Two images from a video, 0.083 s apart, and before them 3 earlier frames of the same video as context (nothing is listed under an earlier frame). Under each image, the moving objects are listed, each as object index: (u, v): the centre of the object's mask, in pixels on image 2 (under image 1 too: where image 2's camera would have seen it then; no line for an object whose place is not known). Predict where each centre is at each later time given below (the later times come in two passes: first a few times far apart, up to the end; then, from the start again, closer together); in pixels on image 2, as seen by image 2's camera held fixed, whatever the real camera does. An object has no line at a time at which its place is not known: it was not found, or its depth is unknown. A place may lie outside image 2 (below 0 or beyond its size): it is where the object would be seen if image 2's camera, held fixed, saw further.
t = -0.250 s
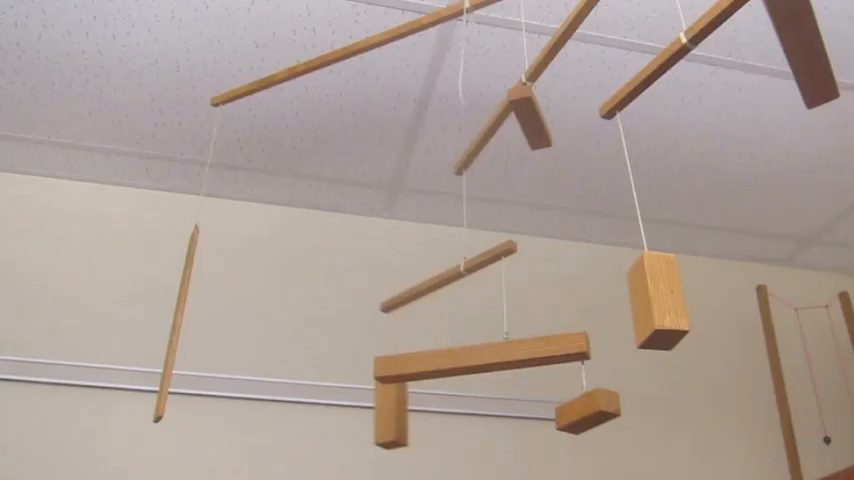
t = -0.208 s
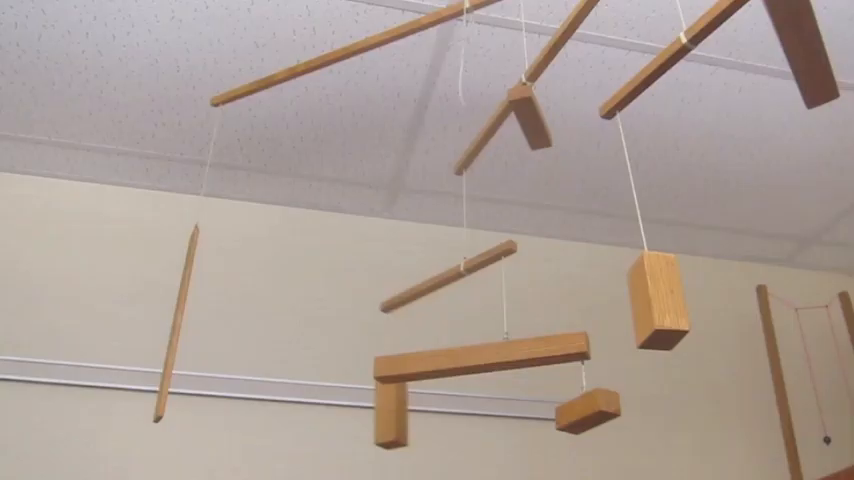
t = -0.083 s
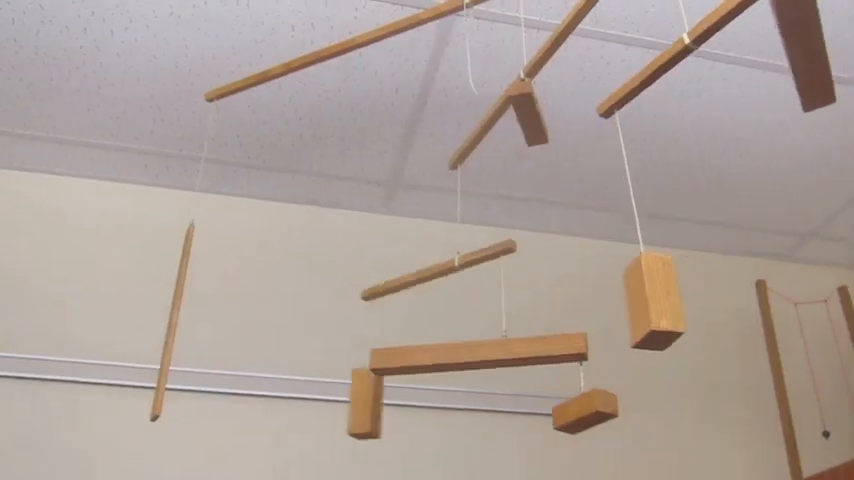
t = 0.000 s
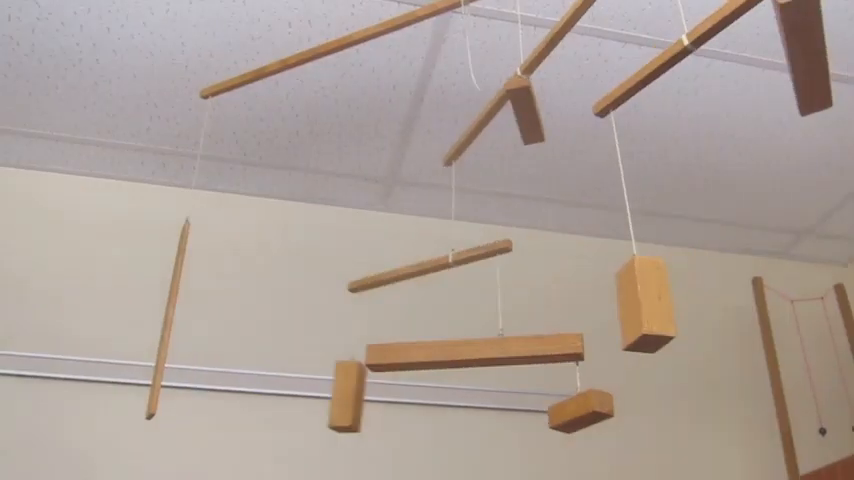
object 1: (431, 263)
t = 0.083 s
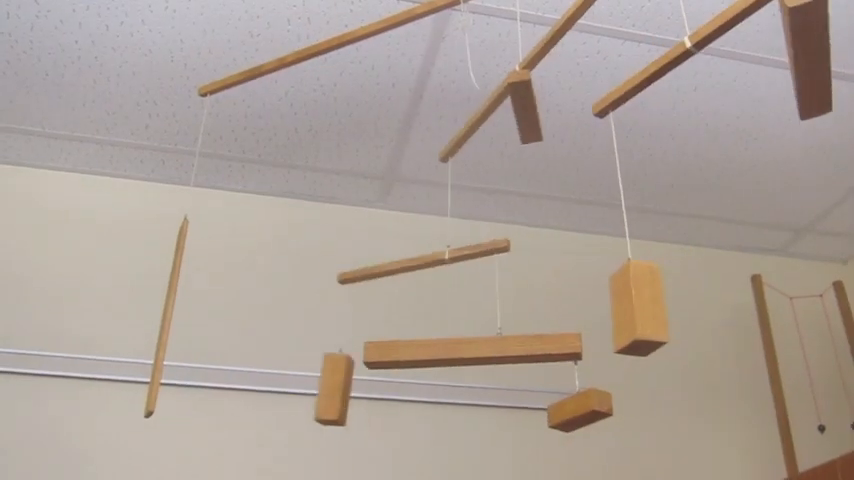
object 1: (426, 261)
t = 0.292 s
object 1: (414, 256)
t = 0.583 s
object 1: (406, 244)
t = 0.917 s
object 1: (401, 233)
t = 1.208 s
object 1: (397, 222)
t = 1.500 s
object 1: (400, 214)
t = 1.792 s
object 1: (406, 198)
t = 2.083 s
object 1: (416, 208)
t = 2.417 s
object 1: (432, 209)
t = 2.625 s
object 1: (436, 211)
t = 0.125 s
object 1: (423, 260)
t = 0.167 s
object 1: (420, 259)
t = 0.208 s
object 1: (418, 258)
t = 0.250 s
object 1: (416, 257)
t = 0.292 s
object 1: (414, 256)
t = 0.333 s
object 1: (412, 254)
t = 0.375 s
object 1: (410, 252)
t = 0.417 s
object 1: (409, 251)
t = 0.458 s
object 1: (407, 249)
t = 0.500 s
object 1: (407, 248)
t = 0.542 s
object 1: (407, 246)
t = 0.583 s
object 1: (406, 244)
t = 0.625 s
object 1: (404, 243)
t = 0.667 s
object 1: (404, 241)
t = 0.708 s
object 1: (403, 240)
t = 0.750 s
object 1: (403, 238)
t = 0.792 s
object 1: (402, 237)
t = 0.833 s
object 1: (401, 235)
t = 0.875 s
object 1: (401, 234)
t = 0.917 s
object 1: (401, 233)
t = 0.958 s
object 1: (400, 231)
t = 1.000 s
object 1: (399, 230)
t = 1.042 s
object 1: (398, 229)
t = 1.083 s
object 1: (397, 227)
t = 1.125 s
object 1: (397, 225)
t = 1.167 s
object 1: (397, 224)
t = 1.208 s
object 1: (397, 222)
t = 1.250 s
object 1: (398, 219)
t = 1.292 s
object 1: (398, 219)
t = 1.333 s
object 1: (397, 219)
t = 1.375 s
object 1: (396, 217)
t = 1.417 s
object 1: (397, 216)
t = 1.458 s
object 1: (398, 215)
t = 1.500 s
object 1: (400, 214)
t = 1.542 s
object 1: (401, 213)
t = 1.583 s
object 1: (402, 212)
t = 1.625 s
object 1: (402, 212)
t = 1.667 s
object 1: (402, 211)
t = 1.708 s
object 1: (402, 209)
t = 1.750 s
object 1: (404, 200)
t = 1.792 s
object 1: (406, 198)
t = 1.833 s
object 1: (408, 197)
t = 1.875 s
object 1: (410, 201)
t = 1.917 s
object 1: (411, 208)
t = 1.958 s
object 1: (412, 209)
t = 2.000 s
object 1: (414, 209)
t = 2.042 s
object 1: (416, 208)
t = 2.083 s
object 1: (416, 208)
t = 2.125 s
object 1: (418, 207)
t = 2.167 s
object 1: (420, 208)
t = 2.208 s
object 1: (423, 208)
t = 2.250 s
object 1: (425, 207)
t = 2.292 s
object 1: (428, 208)
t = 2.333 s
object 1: (431, 208)
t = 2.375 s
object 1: (431, 209)
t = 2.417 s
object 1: (432, 209)
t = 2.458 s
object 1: (434, 209)
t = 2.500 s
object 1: (435, 209)
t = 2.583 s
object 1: (436, 210)
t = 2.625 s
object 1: (436, 211)
